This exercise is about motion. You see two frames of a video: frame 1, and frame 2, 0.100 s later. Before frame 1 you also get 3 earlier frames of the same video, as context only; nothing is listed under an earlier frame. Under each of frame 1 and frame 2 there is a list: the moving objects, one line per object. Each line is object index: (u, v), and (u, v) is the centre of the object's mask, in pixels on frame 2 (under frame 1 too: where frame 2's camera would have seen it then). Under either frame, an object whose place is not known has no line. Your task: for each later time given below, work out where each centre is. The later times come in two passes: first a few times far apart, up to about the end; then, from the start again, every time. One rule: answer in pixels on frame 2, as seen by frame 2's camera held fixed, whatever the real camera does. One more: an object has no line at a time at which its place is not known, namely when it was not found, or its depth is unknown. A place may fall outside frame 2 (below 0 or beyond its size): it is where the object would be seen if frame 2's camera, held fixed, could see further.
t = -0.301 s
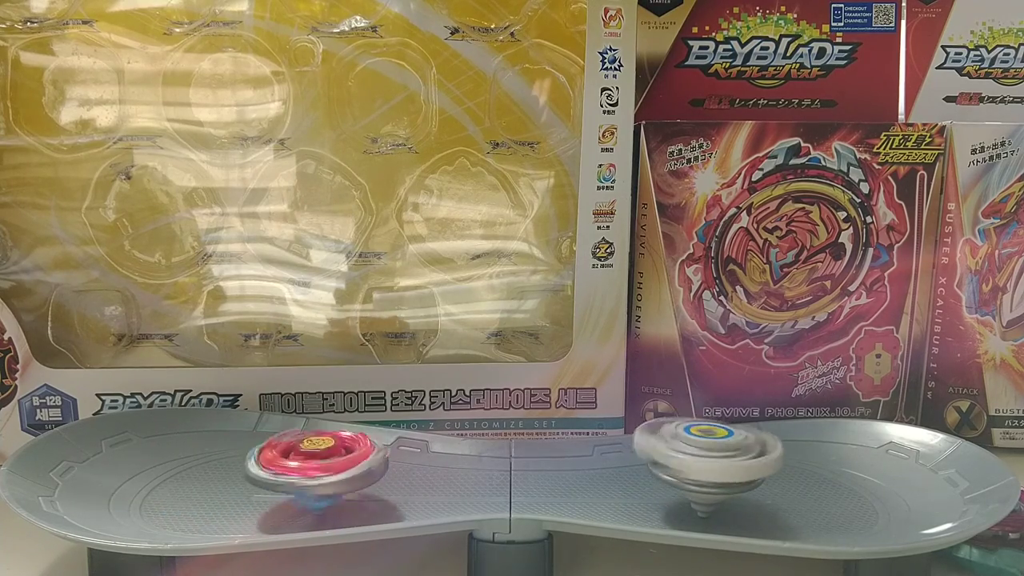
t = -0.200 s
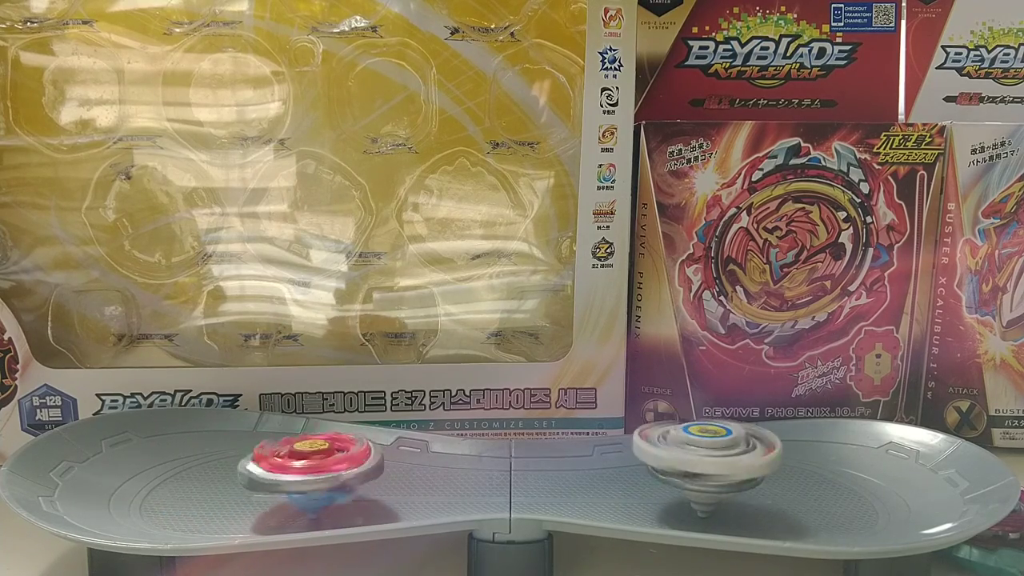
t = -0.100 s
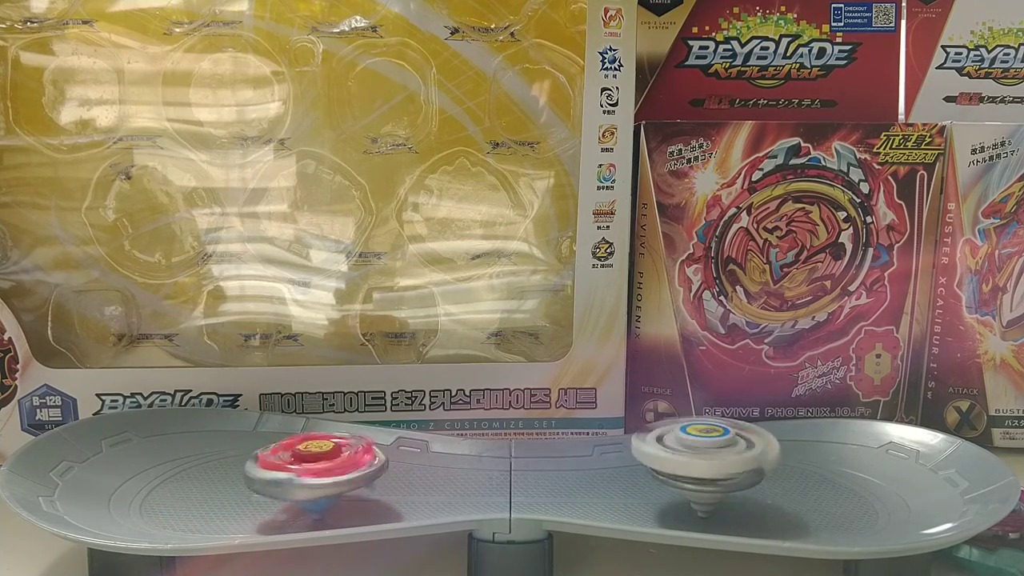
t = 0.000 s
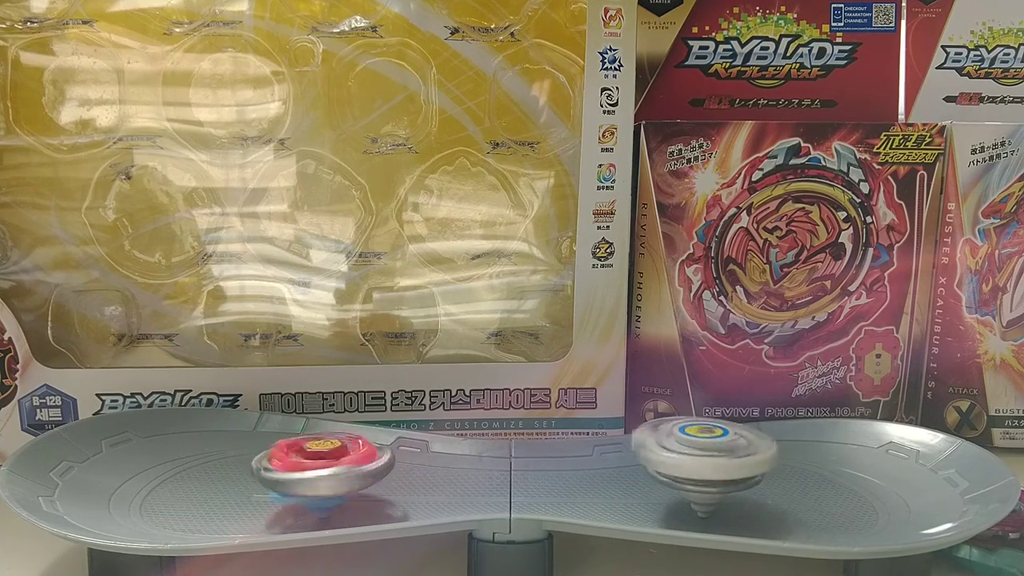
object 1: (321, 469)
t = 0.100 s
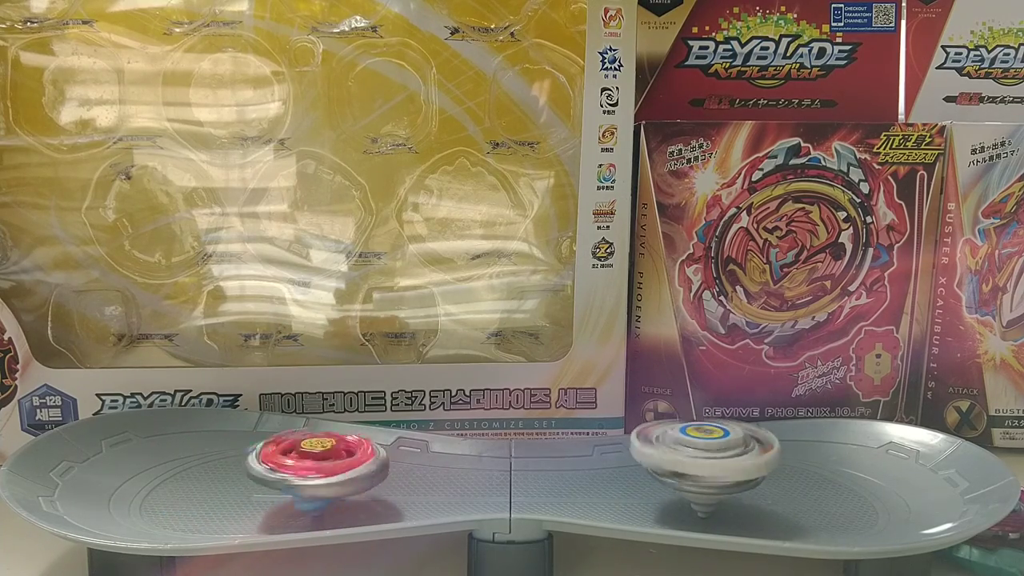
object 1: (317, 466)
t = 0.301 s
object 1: (298, 468)
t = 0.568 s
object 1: (311, 466)
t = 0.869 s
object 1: (280, 468)
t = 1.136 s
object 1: (287, 471)
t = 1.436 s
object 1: (267, 467)
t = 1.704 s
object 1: (267, 471)
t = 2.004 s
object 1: (260, 467)
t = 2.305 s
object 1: (275, 470)
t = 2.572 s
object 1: (277, 466)
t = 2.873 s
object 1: (273, 470)
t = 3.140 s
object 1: (294, 467)
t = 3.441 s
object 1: (268, 469)
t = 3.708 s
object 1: (298, 470)
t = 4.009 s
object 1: (281, 465)
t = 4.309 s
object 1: (284, 471)
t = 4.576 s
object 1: (300, 465)
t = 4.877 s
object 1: (295, 464)
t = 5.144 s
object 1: (301, 472)
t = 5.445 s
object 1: (318, 463)
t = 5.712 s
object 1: (299, 466)
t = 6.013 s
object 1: (294, 472)
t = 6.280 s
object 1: (280, 464)
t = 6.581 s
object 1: (256, 463)
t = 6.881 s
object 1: (243, 471)
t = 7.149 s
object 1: (232, 468)
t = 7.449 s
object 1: (208, 464)
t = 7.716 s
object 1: (194, 470)
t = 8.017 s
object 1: (194, 473)
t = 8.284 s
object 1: (200, 468)
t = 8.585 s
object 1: (212, 472)
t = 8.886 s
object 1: (240, 476)
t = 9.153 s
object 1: (260, 472)
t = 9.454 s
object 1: (309, 470)
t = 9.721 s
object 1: (337, 470)
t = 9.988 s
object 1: (365, 466)
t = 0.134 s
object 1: (315, 466)
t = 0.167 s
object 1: (312, 467)
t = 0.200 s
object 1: (308, 466)
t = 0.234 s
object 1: (306, 467)
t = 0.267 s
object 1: (299, 467)
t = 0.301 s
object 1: (298, 468)
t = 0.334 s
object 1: (297, 470)
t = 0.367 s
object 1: (301, 470)
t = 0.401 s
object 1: (307, 470)
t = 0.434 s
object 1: (310, 469)
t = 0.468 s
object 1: (311, 468)
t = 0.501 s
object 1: (311, 467)
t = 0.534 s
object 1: (313, 467)
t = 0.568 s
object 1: (311, 466)
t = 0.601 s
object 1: (309, 466)
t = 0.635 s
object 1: (310, 465)
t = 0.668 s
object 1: (309, 466)
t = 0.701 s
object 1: (306, 465)
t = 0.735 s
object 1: (301, 464)
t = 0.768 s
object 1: (294, 466)
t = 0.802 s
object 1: (286, 467)
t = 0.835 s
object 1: (282, 467)
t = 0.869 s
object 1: (280, 468)
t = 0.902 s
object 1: (279, 469)
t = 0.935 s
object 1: (278, 470)
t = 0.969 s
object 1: (278, 469)
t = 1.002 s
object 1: (281, 470)
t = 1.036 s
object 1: (281, 471)
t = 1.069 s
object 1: (283, 471)
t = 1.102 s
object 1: (283, 470)
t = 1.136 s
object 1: (287, 471)
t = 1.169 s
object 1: (291, 470)
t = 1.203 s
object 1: (293, 467)
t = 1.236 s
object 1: (289, 467)
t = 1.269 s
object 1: (285, 466)
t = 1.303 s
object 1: (280, 465)
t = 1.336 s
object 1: (276, 464)
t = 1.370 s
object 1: (271, 466)
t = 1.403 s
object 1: (271, 465)
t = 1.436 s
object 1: (267, 467)
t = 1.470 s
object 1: (262, 468)
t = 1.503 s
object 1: (255, 469)
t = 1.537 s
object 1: (252, 470)
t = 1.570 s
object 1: (252, 472)
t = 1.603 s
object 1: (256, 471)
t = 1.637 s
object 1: (260, 471)
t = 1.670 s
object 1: (263, 472)
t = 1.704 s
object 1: (267, 471)
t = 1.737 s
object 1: (271, 470)
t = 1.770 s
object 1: (277, 468)
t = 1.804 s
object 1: (277, 468)
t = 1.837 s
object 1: (275, 467)
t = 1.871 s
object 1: (274, 466)
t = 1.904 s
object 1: (271, 466)
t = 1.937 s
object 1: (269, 467)
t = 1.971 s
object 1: (265, 467)
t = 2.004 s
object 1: (260, 467)
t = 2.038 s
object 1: (257, 468)
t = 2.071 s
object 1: (255, 469)
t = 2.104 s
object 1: (256, 470)
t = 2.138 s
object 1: (259, 470)
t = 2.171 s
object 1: (261, 471)
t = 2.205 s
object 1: (264, 470)
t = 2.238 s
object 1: (267, 470)
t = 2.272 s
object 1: (271, 470)
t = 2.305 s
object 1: (275, 470)
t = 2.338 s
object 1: (278, 469)
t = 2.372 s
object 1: (281, 467)
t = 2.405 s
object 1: (282, 467)
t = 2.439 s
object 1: (280, 465)
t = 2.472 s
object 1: (279, 466)
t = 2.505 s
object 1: (275, 465)
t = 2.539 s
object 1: (276, 465)
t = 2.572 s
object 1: (277, 466)
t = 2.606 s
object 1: (275, 466)
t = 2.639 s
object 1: (274, 466)
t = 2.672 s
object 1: (268, 467)
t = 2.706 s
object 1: (268, 468)
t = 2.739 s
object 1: (270, 469)
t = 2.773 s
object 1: (270, 470)
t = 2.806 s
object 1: (268, 470)
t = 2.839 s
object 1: (272, 471)
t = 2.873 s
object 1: (273, 470)
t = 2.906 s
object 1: (277, 472)
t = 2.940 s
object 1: (273, 471)
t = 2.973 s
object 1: (277, 472)
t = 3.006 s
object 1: (282, 470)
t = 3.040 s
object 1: (285, 471)
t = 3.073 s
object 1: (288, 470)
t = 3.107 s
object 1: (290, 469)
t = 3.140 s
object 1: (294, 467)
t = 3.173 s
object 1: (295, 467)
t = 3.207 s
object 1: (291, 465)
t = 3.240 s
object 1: (290, 465)
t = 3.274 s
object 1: (288, 465)
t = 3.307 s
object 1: (282, 464)
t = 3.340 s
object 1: (279, 464)
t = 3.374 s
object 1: (275, 466)
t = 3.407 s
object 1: (271, 466)
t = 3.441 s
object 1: (268, 469)
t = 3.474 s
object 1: (267, 470)
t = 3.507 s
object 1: (271, 470)
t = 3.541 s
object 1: (275, 473)
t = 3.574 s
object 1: (277, 472)
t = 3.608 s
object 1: (285, 472)
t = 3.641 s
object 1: (290, 471)
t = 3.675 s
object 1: (293, 471)
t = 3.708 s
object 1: (298, 470)
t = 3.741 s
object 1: (304, 468)
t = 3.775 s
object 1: (304, 467)
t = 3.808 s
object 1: (302, 465)
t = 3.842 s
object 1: (299, 464)
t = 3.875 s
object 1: (295, 463)
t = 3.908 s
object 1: (289, 462)
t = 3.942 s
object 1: (285, 462)
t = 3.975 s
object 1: (283, 462)
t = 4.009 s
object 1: (281, 465)
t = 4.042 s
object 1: (273, 466)
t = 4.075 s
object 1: (272, 467)
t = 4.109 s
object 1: (269, 469)
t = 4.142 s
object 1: (266, 470)
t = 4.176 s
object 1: (269, 471)
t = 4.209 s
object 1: (272, 471)
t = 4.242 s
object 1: (274, 473)
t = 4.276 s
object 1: (278, 473)
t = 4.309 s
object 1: (284, 471)
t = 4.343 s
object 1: (286, 472)
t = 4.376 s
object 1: (289, 472)
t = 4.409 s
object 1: (293, 470)
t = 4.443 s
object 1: (295, 470)
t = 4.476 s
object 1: (297, 468)
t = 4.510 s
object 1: (301, 467)
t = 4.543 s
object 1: (300, 466)
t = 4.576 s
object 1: (300, 465)
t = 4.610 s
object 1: (301, 465)
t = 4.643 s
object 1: (299, 465)
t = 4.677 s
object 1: (298, 464)
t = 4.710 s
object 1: (299, 464)
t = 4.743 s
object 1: (299, 464)
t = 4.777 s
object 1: (301, 463)
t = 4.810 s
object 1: (300, 464)
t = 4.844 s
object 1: (297, 464)
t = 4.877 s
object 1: (295, 464)
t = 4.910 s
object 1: (293, 466)
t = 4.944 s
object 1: (291, 468)
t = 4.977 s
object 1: (291, 468)
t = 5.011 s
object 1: (291, 470)
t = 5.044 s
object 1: (291, 471)
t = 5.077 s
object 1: (293, 472)
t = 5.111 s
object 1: (299, 471)
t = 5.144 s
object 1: (301, 472)
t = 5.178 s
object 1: (304, 472)
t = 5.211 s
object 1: (311, 470)
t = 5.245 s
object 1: (314, 471)
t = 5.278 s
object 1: (317, 470)
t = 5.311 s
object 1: (320, 469)
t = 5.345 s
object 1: (318, 469)
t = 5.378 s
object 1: (322, 467)
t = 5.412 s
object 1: (323, 466)
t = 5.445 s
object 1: (318, 463)
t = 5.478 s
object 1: (320, 463)
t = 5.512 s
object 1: (318, 463)
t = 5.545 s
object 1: (314, 462)
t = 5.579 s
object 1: (312, 461)
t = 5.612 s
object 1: (310, 463)
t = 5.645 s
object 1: (305, 463)
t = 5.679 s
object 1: (301, 464)
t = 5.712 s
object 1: (299, 466)
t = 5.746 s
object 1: (298, 468)
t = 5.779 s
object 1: (294, 469)
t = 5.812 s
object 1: (294, 470)
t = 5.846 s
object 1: (295, 470)
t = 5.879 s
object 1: (292, 472)
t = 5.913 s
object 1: (292, 473)
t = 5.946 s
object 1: (294, 472)
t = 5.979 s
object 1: (291, 473)
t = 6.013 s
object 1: (294, 472)
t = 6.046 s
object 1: (294, 473)
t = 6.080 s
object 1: (290, 471)
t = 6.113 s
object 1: (291, 470)
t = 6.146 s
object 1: (292, 470)
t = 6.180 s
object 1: (288, 469)
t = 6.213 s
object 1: (284, 467)
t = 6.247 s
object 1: (279, 465)
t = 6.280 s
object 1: (280, 464)
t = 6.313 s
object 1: (274, 464)
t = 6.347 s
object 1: (271, 463)
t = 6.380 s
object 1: (273, 463)
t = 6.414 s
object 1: (270, 462)
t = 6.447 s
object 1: (266, 462)
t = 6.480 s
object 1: (265, 462)
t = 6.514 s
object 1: (264, 462)
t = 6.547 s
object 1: (261, 462)
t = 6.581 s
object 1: (256, 463)
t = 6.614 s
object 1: (256, 464)
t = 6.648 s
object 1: (253, 465)
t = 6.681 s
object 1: (249, 467)
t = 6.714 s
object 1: (248, 467)
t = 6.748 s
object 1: (247, 468)
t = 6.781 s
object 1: (245, 469)
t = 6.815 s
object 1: (241, 471)
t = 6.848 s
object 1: (243, 472)
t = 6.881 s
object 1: (243, 471)
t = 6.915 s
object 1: (236, 472)
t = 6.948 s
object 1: (237, 472)
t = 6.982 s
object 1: (237, 472)
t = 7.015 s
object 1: (232, 471)
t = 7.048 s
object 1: (230, 471)
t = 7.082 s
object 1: (231, 470)
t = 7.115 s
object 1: (236, 468)
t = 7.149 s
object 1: (232, 468)
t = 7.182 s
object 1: (229, 466)
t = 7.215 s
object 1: (226, 466)
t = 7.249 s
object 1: (224, 465)
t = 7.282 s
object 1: (224, 464)
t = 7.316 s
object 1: (218, 463)
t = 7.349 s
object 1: (217, 464)
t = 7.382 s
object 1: (213, 464)
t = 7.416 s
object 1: (212, 464)
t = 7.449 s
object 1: (208, 464)
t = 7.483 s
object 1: (206, 465)
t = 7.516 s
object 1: (208, 465)
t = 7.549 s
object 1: (206, 464)
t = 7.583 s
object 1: (201, 466)
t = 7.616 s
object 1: (198, 468)
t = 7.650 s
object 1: (198, 468)
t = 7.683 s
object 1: (195, 470)
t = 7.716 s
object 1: (194, 470)
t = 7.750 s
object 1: (194, 472)
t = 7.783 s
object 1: (193, 473)
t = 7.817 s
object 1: (193, 473)
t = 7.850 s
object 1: (190, 474)
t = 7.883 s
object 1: (193, 473)
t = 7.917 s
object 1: (193, 473)
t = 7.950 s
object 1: (191, 472)
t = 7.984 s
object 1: (190, 474)
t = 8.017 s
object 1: (194, 473)
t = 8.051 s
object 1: (193, 473)
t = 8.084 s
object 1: (189, 473)
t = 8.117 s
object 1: (190, 473)
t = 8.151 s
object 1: (193, 472)
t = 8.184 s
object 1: (197, 471)
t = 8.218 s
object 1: (193, 470)
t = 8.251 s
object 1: (196, 468)
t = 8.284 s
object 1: (200, 468)
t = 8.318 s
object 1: (203, 468)
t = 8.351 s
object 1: (200, 469)
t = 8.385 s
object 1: (204, 468)
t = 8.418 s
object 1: (209, 469)
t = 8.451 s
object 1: (209, 469)
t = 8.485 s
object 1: (208, 470)
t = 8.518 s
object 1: (212, 471)
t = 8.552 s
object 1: (217, 470)
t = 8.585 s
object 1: (212, 472)
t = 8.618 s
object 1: (211, 473)
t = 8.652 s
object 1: (213, 474)
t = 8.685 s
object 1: (218, 473)
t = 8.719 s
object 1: (220, 475)
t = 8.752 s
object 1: (223, 476)
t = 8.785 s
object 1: (225, 476)
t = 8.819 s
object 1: (230, 476)
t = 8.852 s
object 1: (235, 477)
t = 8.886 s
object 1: (240, 476)
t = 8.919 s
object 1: (239, 475)
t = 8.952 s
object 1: (240, 475)
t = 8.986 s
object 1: (247, 475)
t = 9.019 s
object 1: (254, 474)
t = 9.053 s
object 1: (259, 473)
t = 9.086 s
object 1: (257, 474)
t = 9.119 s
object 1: (256, 473)
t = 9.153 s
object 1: (260, 472)
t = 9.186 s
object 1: (267, 471)
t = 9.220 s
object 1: (271, 471)
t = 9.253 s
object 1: (276, 471)
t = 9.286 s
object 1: (282, 469)
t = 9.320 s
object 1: (288, 470)
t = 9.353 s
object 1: (291, 469)
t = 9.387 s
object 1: (296, 469)
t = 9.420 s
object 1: (303, 468)
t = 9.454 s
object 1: (309, 470)
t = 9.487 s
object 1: (307, 470)
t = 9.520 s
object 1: (309, 469)
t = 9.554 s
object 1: (313, 470)
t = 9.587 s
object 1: (320, 470)
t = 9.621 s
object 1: (320, 469)
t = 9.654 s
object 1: (324, 470)
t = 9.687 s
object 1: (329, 471)
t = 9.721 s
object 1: (337, 470)
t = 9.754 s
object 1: (338, 471)
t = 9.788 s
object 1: (347, 469)
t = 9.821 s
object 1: (350, 468)
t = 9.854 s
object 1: (354, 468)
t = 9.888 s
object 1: (353, 465)
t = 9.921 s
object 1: (358, 465)
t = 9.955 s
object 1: (362, 464)
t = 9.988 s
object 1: (365, 466)
